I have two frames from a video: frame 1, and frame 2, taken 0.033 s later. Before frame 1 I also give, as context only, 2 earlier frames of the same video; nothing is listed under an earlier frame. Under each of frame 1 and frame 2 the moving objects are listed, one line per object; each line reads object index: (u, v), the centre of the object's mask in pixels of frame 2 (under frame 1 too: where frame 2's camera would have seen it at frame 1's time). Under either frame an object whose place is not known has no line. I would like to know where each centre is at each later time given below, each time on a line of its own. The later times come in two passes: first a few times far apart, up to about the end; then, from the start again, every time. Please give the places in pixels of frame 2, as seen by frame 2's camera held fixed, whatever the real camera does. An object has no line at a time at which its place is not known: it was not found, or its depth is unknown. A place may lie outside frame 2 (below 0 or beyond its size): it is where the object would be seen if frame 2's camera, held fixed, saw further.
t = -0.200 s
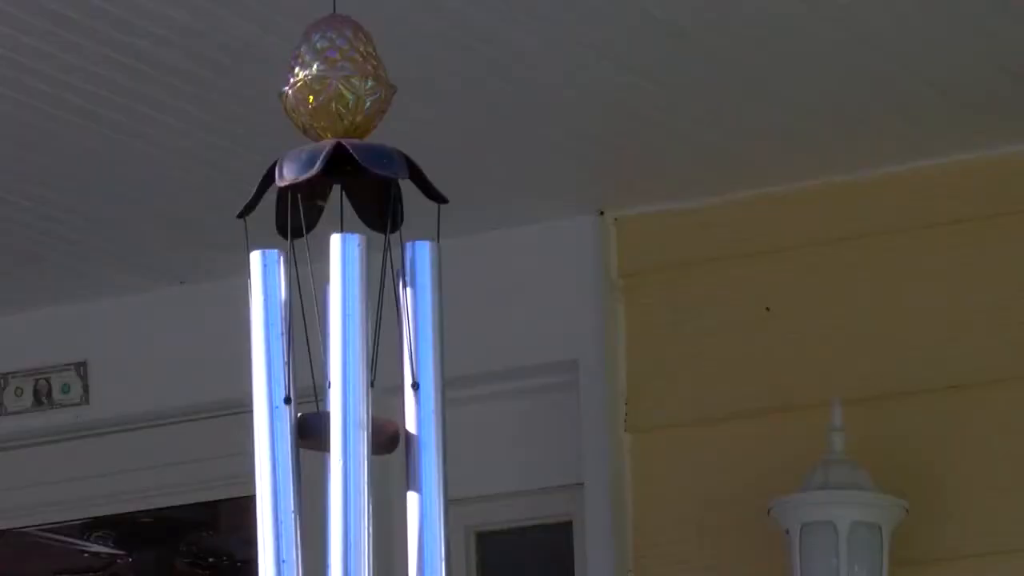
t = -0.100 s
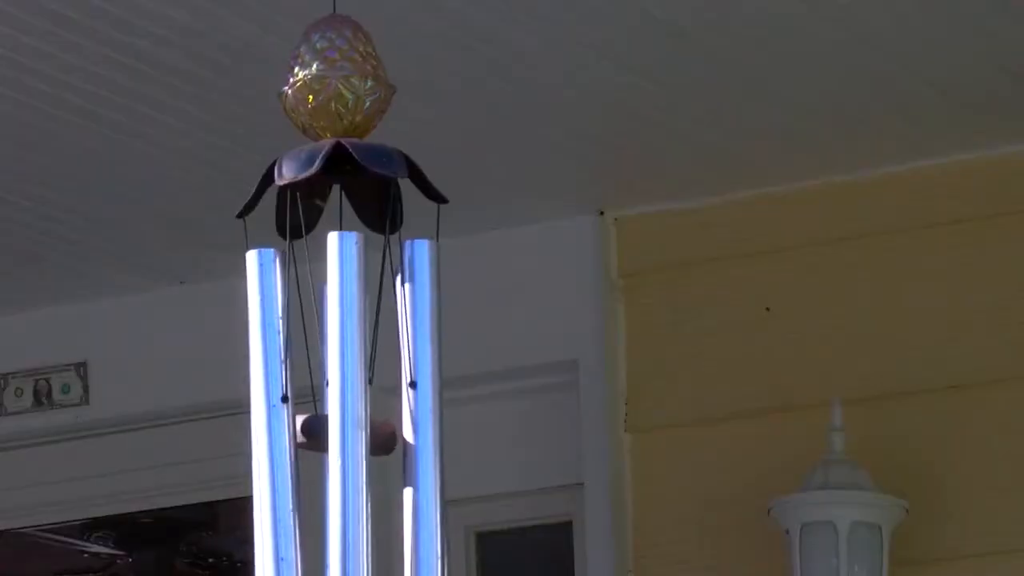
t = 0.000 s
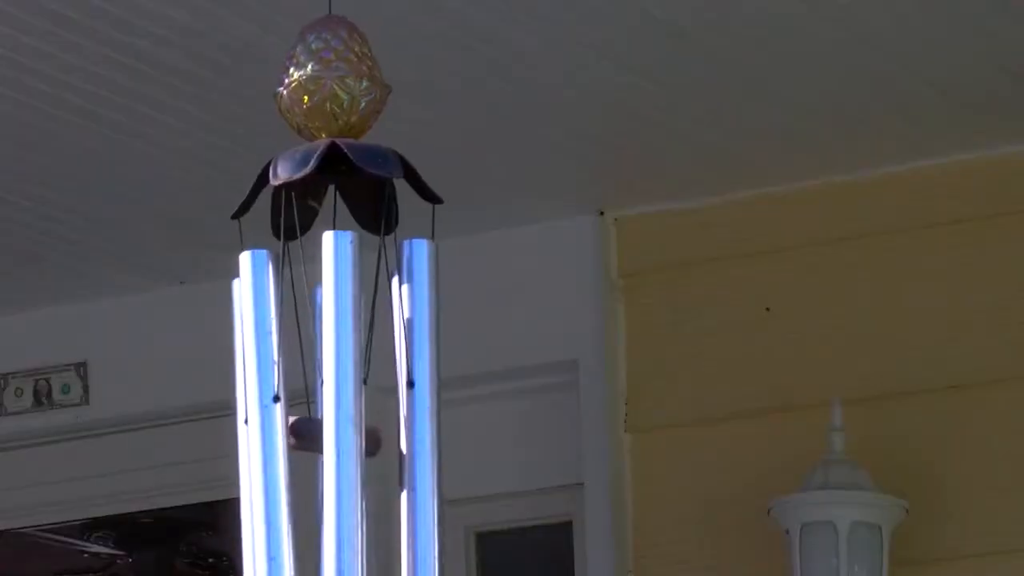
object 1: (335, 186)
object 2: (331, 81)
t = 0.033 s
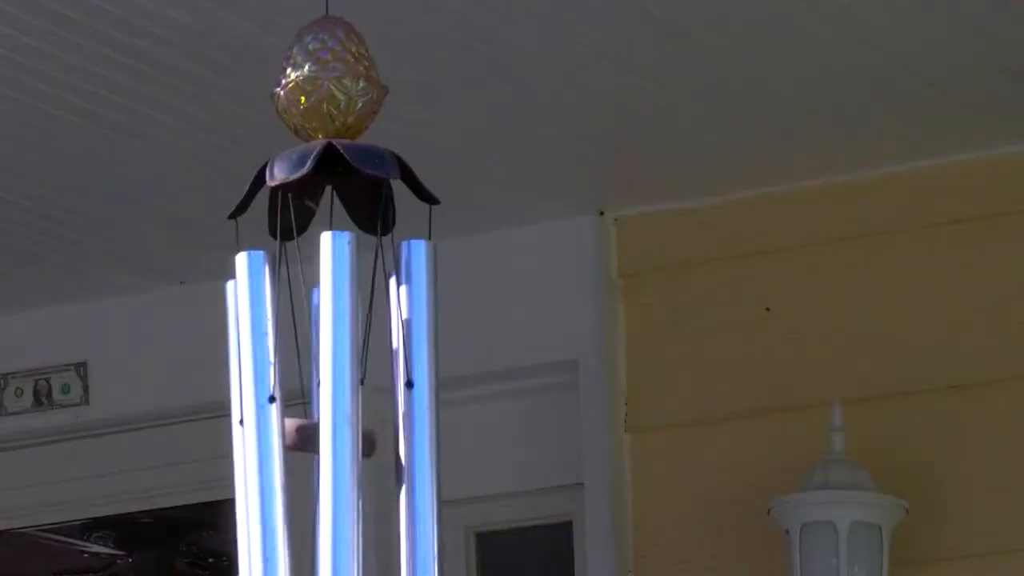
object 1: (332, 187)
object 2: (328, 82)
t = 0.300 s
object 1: (313, 189)
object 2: (317, 86)
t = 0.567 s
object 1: (330, 188)
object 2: (328, 84)
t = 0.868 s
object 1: (358, 182)
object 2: (350, 78)
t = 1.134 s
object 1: (362, 180)
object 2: (352, 76)
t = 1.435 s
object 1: (341, 184)
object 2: (336, 80)
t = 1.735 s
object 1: (318, 189)
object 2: (320, 85)
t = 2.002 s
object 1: (325, 189)
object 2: (325, 85)
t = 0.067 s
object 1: (329, 187)
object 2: (325, 83)
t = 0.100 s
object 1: (325, 188)
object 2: (323, 84)
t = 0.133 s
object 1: (322, 189)
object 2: (321, 86)
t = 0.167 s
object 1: (319, 190)
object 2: (320, 86)
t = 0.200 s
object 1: (317, 189)
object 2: (318, 86)
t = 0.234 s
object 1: (313, 189)
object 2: (317, 87)
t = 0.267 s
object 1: (312, 189)
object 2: (317, 87)
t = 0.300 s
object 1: (313, 189)
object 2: (317, 86)
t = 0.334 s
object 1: (315, 189)
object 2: (319, 86)
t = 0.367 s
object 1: (316, 188)
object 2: (319, 86)
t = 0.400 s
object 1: (317, 189)
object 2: (320, 87)
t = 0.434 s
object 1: (317, 189)
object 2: (320, 87)
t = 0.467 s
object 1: (320, 187)
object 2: (321, 86)
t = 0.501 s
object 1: (323, 188)
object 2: (323, 85)
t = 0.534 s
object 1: (327, 188)
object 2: (325, 85)
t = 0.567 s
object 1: (330, 188)
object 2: (328, 84)
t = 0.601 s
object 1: (333, 187)
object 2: (331, 84)
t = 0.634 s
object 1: (338, 186)
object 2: (334, 84)
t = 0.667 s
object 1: (341, 187)
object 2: (336, 83)
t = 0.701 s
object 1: (344, 187)
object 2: (338, 83)
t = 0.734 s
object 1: (346, 186)
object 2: (339, 82)
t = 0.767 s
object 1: (349, 185)
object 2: (341, 81)
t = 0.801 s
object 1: (351, 184)
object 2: (343, 80)
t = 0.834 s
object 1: (355, 183)
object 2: (347, 79)
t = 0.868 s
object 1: (358, 182)
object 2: (350, 78)
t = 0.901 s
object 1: (362, 181)
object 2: (353, 76)
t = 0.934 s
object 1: (363, 180)
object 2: (354, 76)
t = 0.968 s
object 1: (364, 180)
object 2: (355, 76)
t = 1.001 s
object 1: (364, 180)
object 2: (354, 76)
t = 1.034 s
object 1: (363, 180)
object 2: (353, 76)
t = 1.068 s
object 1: (362, 179)
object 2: (352, 76)
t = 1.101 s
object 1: (362, 179)
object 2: (352, 76)
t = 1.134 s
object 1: (362, 180)
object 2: (352, 76)
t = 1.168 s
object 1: (362, 180)
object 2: (352, 76)
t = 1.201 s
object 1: (361, 181)
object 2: (353, 77)
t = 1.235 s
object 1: (360, 182)
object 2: (352, 77)
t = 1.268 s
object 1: (357, 183)
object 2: (350, 78)
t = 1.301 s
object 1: (354, 183)
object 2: (346, 79)
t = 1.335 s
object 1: (350, 184)
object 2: (343, 79)
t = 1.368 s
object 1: (346, 184)
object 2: (340, 80)
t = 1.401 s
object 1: (343, 184)
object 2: (337, 80)
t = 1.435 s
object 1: (341, 184)
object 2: (336, 80)
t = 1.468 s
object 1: (340, 184)
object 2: (336, 80)
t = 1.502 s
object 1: (337, 185)
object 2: (335, 81)
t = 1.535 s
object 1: (334, 185)
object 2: (333, 81)
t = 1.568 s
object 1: (330, 186)
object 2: (330, 83)
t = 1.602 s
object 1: (326, 187)
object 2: (326, 83)
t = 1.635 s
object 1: (322, 188)
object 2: (323, 84)
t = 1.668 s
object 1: (319, 189)
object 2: (320, 84)
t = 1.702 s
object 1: (318, 189)
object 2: (320, 84)
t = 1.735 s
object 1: (318, 189)
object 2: (320, 85)
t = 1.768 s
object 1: (318, 190)
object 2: (321, 85)
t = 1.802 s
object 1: (318, 190)
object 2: (322, 86)
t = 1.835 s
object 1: (318, 190)
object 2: (322, 86)
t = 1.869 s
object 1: (319, 190)
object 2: (322, 86)
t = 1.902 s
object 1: (319, 190)
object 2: (321, 86)
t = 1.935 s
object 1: (320, 190)
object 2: (321, 86)
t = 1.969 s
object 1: (322, 189)
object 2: (322, 85)
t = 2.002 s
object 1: (325, 189)
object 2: (325, 85)
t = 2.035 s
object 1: (329, 188)
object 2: (328, 84)
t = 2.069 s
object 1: (334, 187)
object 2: (332, 83)
